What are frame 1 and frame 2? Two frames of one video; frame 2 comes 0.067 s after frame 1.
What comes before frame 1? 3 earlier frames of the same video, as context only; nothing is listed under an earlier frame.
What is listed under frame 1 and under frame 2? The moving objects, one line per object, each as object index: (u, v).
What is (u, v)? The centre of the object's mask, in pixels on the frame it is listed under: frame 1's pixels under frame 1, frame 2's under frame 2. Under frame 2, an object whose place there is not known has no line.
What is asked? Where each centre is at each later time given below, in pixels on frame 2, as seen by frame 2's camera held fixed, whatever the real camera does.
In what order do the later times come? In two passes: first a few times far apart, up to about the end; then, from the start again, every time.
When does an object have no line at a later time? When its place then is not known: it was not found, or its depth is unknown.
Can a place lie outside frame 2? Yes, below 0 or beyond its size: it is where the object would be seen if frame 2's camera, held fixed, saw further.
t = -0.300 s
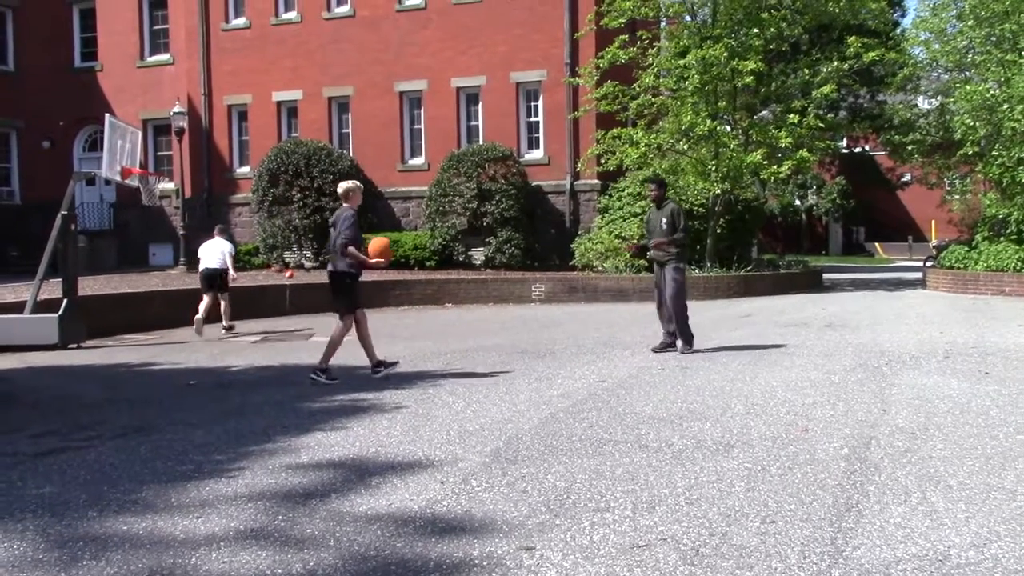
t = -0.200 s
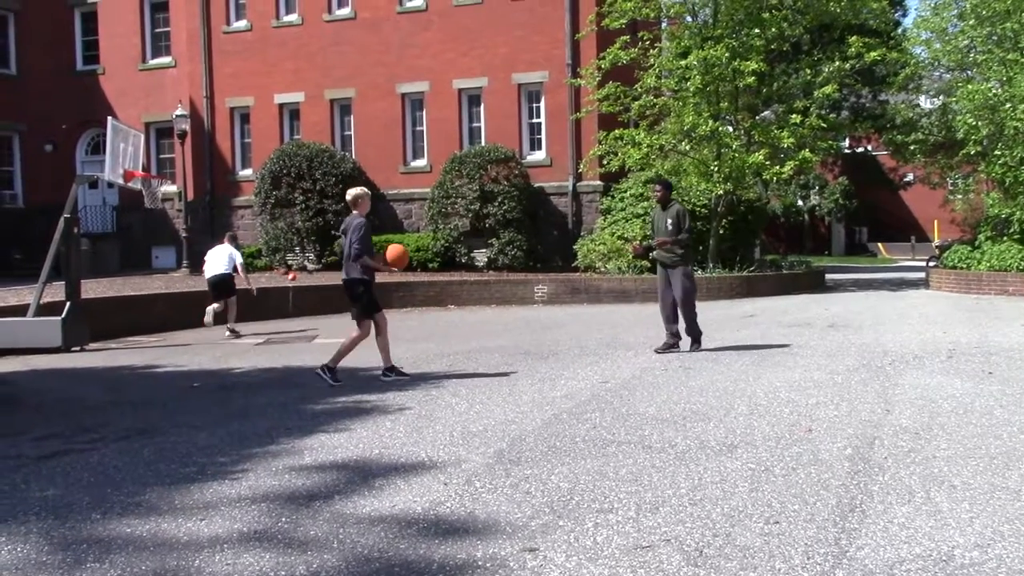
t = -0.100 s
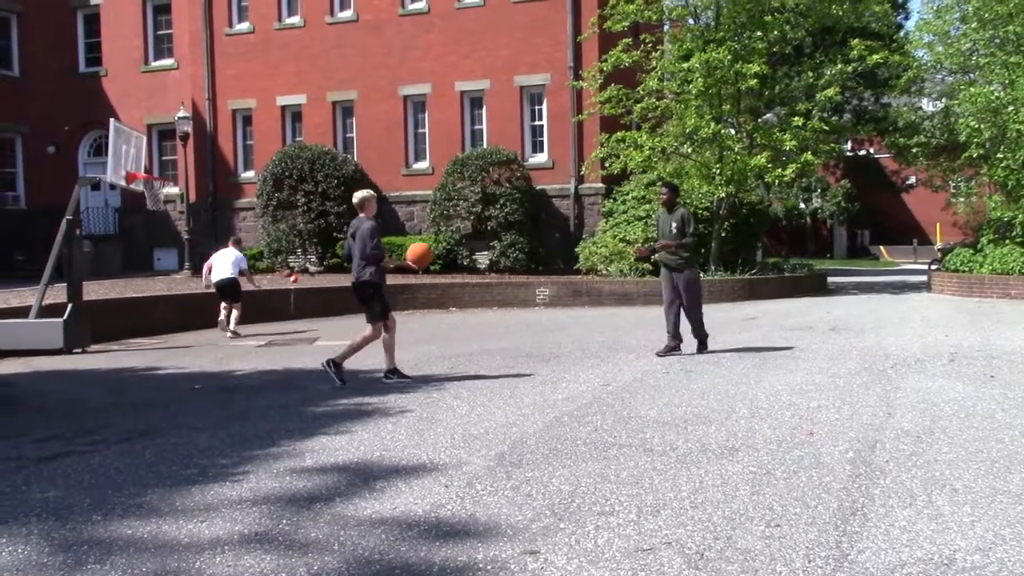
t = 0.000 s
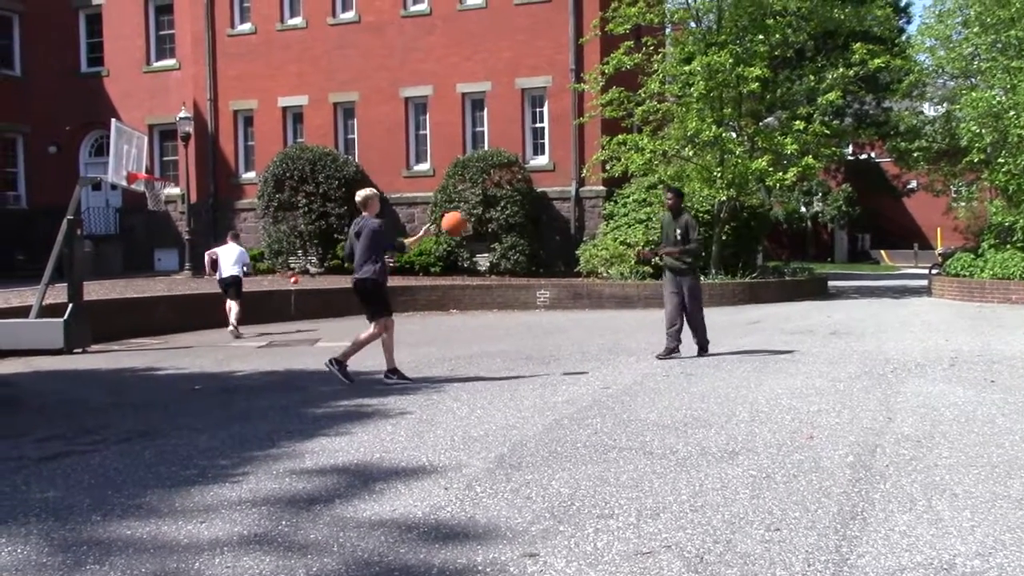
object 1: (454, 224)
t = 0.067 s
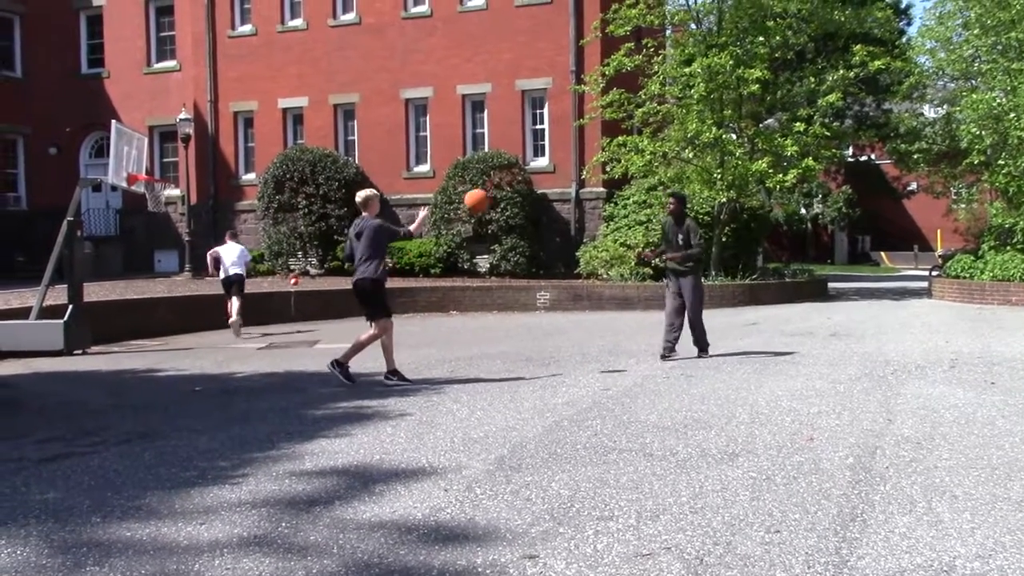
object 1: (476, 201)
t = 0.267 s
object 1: (542, 158)
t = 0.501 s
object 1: (614, 160)
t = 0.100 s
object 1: (487, 191)
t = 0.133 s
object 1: (499, 182)
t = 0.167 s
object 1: (511, 174)
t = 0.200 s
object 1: (520, 167)
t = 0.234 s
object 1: (531, 162)
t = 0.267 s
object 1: (542, 158)
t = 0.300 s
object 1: (553, 155)
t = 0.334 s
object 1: (563, 153)
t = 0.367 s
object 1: (573, 151)
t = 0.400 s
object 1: (584, 152)
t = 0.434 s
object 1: (593, 154)
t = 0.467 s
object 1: (604, 156)
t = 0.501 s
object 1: (614, 160)
